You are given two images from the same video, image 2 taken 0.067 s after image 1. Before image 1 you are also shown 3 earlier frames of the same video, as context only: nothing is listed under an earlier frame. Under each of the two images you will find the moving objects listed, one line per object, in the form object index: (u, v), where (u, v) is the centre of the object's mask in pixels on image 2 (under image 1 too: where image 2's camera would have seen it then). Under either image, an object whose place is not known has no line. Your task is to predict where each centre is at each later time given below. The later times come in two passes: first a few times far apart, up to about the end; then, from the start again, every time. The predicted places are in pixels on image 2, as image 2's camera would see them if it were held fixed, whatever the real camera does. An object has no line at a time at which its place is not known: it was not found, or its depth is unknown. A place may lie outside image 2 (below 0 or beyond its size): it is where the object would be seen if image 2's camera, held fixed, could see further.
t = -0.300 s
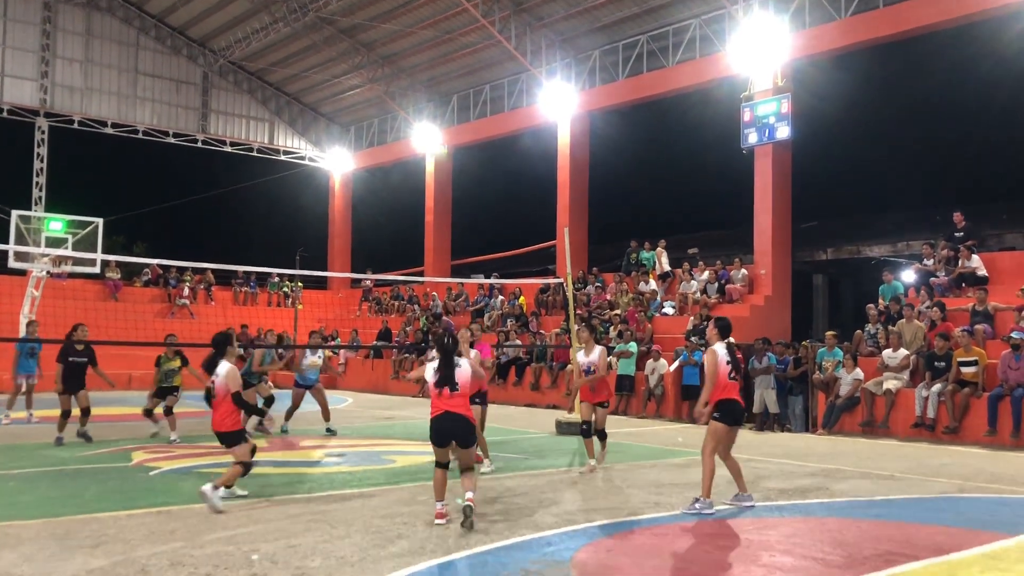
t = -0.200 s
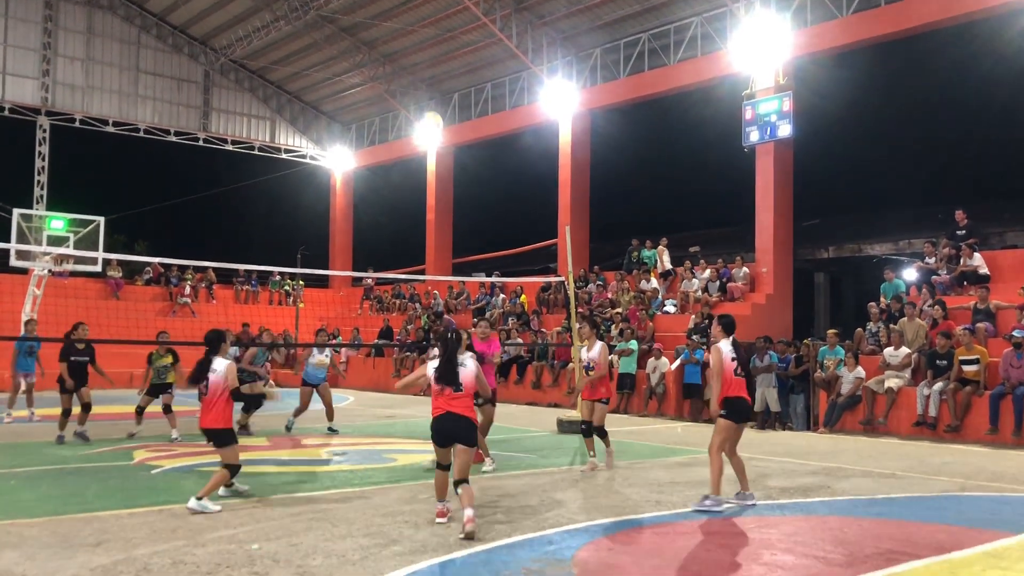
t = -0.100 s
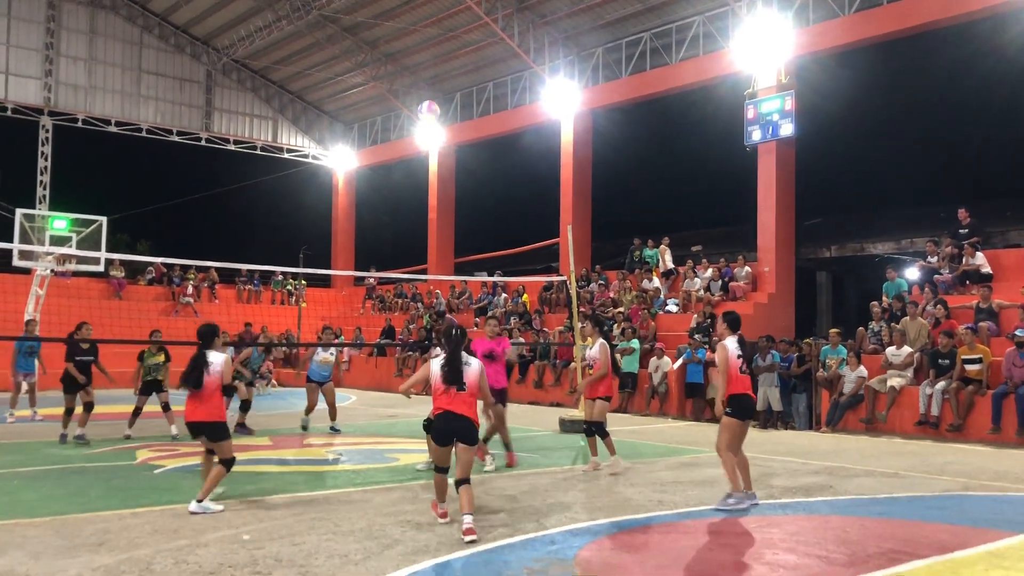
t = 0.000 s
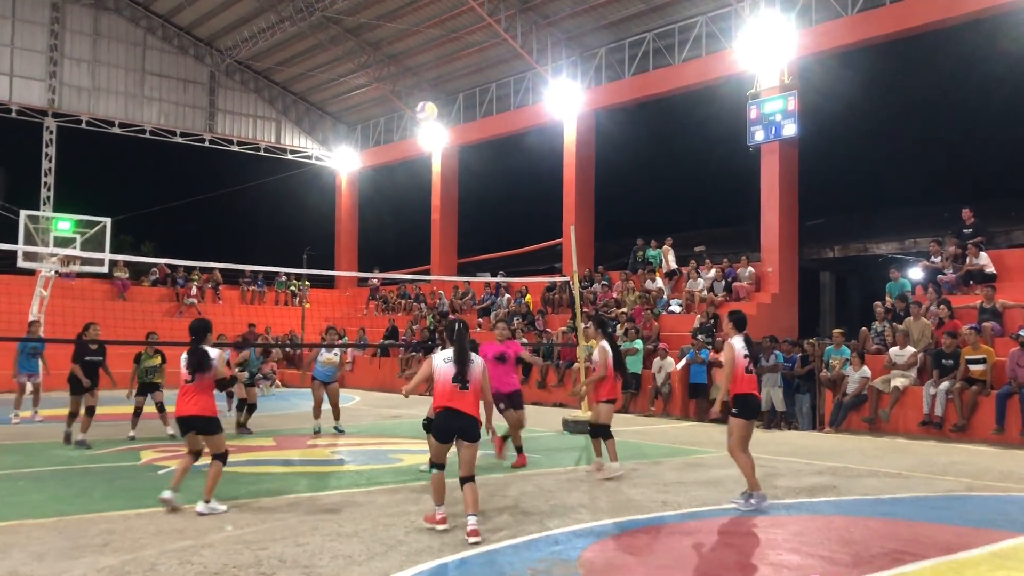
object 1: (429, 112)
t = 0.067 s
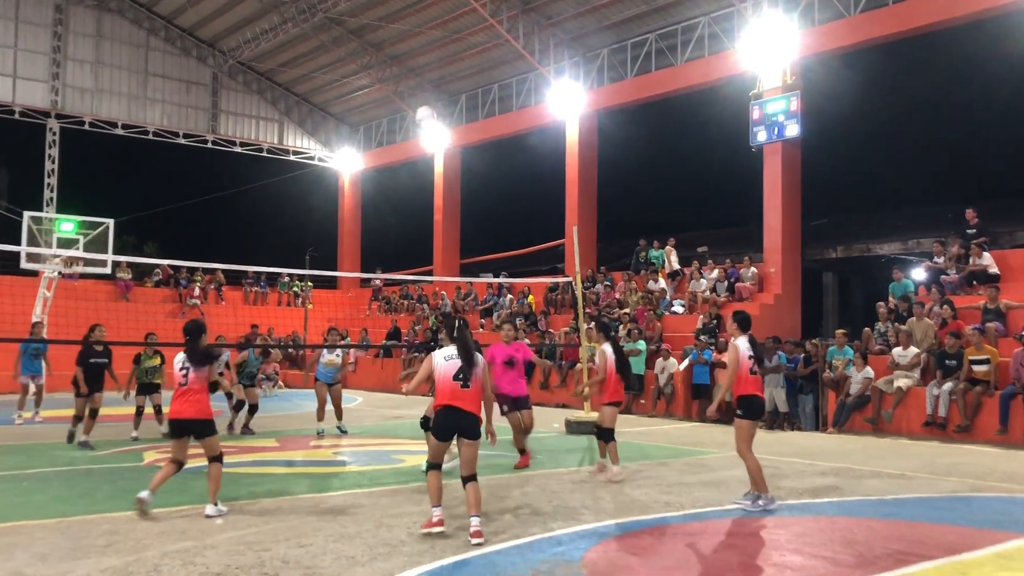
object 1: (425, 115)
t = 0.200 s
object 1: (417, 136)
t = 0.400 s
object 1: (413, 196)
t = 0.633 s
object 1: (405, 301)
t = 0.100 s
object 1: (424, 119)
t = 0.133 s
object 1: (422, 123)
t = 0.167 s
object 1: (419, 128)
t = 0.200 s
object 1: (417, 136)
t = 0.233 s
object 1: (417, 144)
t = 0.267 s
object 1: (418, 155)
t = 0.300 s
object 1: (416, 164)
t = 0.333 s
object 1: (415, 174)
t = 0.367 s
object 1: (414, 185)
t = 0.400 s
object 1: (413, 196)
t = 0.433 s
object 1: (411, 209)
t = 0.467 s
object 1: (411, 222)
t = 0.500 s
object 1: (410, 236)
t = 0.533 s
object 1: (409, 251)
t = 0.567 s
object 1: (409, 265)
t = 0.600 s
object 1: (408, 284)
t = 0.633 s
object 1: (405, 301)
